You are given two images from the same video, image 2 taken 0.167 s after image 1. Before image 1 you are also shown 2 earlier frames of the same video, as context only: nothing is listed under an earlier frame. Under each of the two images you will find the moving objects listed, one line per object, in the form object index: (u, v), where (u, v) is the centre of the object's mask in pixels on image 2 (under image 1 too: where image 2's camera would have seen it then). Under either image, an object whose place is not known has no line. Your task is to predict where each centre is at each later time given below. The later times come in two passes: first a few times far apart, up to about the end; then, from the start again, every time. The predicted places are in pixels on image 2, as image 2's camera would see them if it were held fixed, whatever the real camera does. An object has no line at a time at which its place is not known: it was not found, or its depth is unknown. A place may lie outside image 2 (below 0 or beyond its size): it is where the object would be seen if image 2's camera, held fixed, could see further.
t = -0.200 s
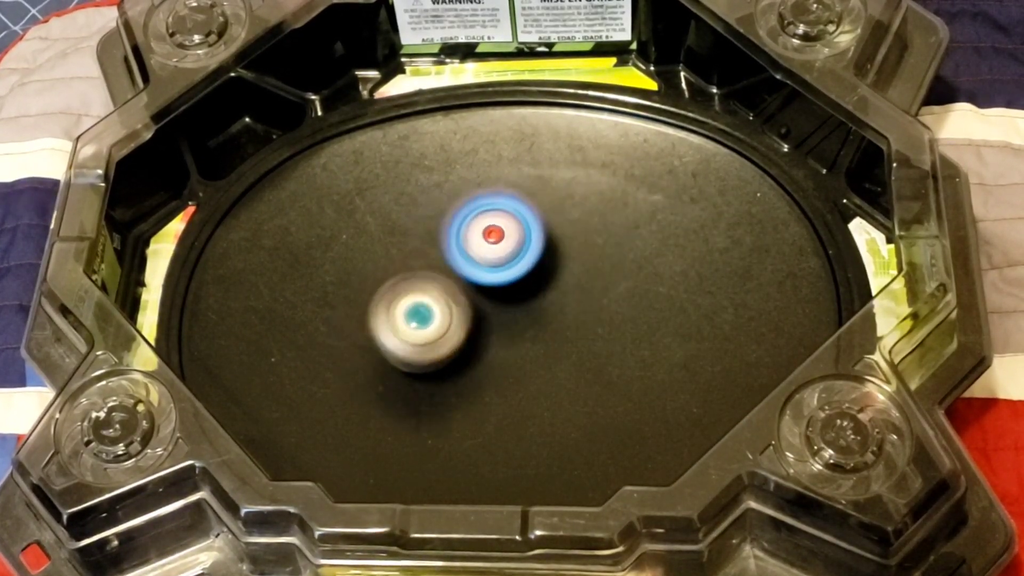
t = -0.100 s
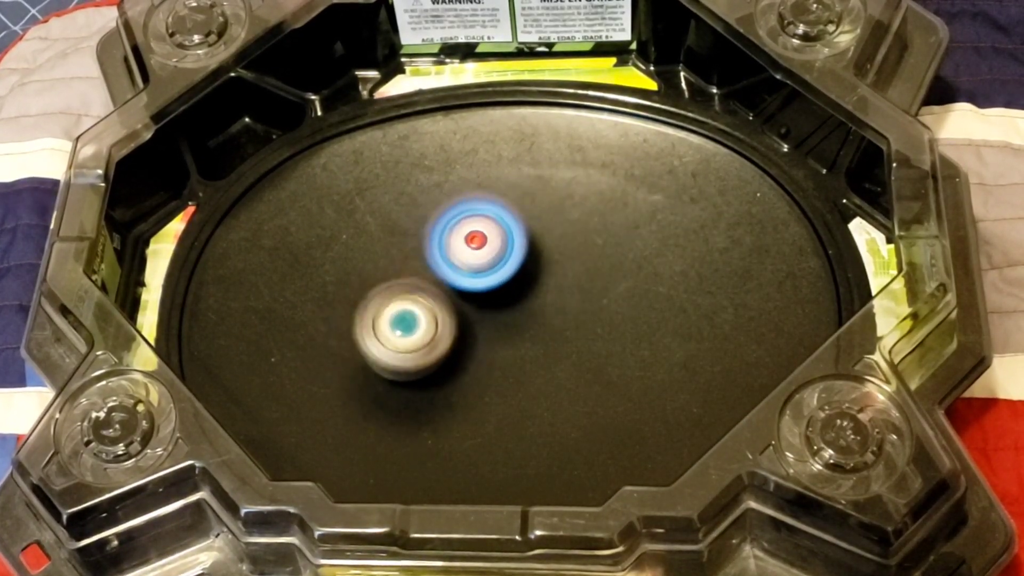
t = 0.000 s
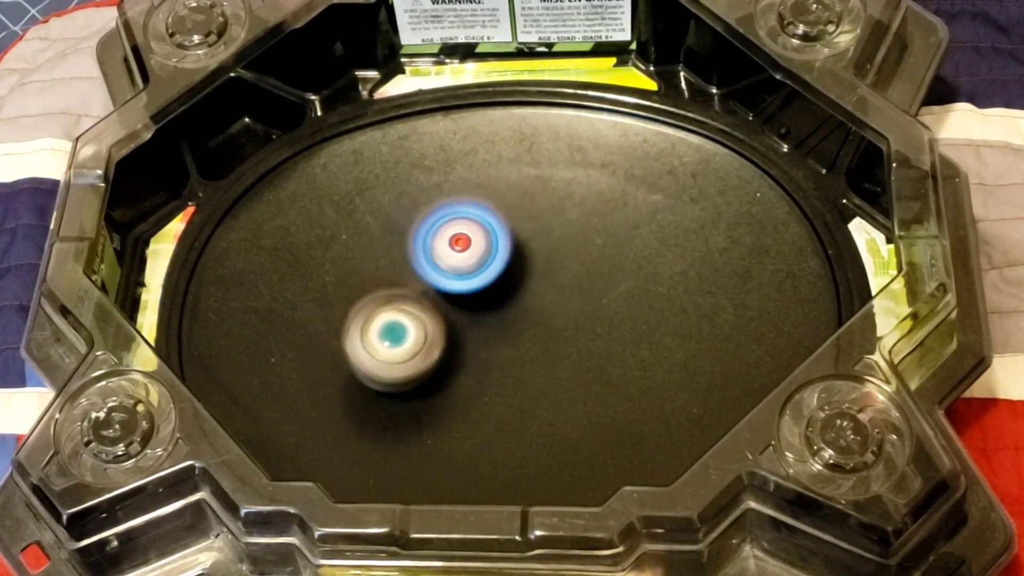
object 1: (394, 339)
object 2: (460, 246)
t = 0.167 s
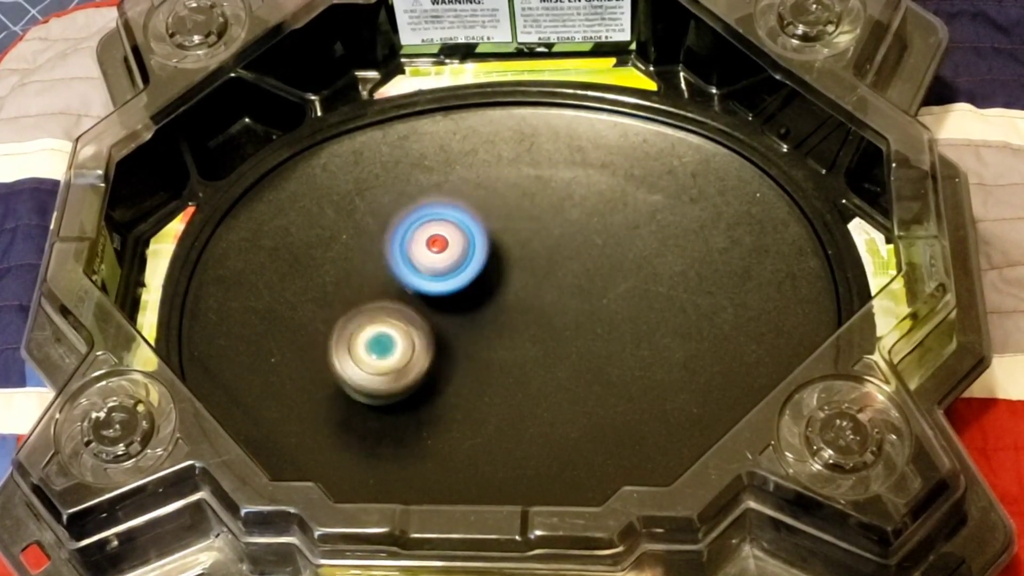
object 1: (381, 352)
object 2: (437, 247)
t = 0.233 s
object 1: (380, 354)
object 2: (434, 254)
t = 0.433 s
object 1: (390, 399)
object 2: (463, 229)
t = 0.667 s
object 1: (432, 383)
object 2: (528, 264)
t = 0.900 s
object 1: (474, 390)
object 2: (554, 276)
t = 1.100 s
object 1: (506, 380)
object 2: (597, 285)
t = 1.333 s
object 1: (516, 383)
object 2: (619, 260)
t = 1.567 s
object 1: (535, 347)
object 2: (655, 255)
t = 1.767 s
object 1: (499, 344)
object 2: (651, 250)
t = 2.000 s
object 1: (472, 321)
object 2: (680, 233)
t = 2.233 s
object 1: (449, 292)
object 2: (586, 271)
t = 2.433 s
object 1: (407, 290)
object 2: (526, 260)
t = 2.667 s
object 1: (393, 286)
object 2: (491, 246)
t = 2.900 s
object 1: (393, 313)
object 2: (515, 256)
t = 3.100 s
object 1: (413, 335)
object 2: (511, 298)
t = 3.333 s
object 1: (417, 374)
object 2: (513, 329)
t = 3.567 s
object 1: (437, 393)
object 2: (528, 318)
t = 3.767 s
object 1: (476, 381)
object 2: (578, 298)
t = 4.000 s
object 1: (504, 366)
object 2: (623, 276)
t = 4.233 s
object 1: (534, 325)
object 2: (681, 237)
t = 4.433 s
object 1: (558, 274)
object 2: (663, 251)
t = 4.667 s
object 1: (519, 264)
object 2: (644, 262)
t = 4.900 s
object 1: (476, 267)
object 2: (580, 290)
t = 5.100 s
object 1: (430, 292)
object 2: (529, 312)
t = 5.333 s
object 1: (365, 336)
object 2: (471, 318)
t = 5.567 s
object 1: (343, 371)
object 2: (477, 314)
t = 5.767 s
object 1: (375, 380)
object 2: (484, 310)
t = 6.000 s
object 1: (430, 387)
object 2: (513, 286)
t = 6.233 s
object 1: (506, 360)
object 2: (559, 259)
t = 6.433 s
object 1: (542, 371)
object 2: (606, 205)
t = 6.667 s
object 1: (553, 331)
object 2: (611, 237)
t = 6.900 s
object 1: (518, 327)
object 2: (607, 214)
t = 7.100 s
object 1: (492, 322)
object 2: (573, 244)
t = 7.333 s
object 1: (459, 353)
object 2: (538, 280)
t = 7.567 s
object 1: (453, 382)
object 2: (513, 290)
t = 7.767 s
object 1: (471, 392)
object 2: (498, 291)
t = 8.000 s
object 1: (512, 375)
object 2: (474, 279)
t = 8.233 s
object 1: (572, 305)
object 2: (470, 265)
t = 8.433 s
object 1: (588, 241)
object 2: (479, 281)
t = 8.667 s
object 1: (573, 229)
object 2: (492, 318)
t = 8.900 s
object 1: (517, 265)
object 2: (513, 360)
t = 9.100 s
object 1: (440, 342)
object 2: (527, 396)
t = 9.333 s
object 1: (409, 401)
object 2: (542, 373)
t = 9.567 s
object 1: (431, 392)
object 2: (533, 292)
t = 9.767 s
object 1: (499, 330)
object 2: (516, 229)
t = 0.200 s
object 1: (380, 353)
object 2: (435, 250)
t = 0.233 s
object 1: (380, 354)
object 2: (434, 254)
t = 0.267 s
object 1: (381, 356)
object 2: (433, 260)
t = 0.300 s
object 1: (380, 363)
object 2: (433, 259)
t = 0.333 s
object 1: (381, 379)
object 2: (438, 248)
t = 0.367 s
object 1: (382, 389)
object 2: (445, 239)
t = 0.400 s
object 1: (385, 395)
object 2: (454, 232)
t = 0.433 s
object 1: (390, 399)
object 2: (463, 229)
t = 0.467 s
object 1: (395, 400)
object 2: (472, 228)
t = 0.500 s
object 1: (400, 398)
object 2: (483, 229)
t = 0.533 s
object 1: (406, 396)
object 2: (493, 232)
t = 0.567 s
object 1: (412, 394)
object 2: (503, 237)
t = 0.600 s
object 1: (418, 391)
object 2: (513, 245)
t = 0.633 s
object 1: (425, 387)
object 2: (522, 253)
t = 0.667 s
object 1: (432, 383)
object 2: (528, 264)
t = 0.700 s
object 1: (438, 379)
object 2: (532, 275)
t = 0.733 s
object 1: (446, 375)
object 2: (534, 285)
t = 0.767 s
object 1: (453, 371)
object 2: (534, 295)
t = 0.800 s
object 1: (458, 373)
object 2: (535, 294)
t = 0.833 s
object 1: (462, 381)
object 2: (541, 287)
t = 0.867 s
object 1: (467, 386)
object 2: (547, 280)
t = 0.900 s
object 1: (474, 390)
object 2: (554, 276)
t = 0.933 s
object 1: (479, 392)
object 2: (562, 272)
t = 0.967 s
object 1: (485, 391)
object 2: (571, 272)
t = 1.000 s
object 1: (491, 389)
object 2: (580, 273)
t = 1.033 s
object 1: (496, 387)
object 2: (588, 275)
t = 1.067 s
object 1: (501, 384)
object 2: (594, 279)
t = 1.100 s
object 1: (506, 380)
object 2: (597, 285)
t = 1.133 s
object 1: (511, 376)
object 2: (598, 290)
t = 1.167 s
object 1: (515, 372)
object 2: (596, 296)
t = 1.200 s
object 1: (514, 376)
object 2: (599, 291)
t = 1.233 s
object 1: (510, 382)
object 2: (604, 282)
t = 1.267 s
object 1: (511, 384)
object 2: (608, 274)
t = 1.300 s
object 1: (513, 385)
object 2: (613, 267)
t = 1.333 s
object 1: (516, 383)
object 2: (619, 260)
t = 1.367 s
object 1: (519, 379)
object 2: (625, 253)
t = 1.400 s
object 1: (523, 375)
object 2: (633, 250)
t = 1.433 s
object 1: (525, 370)
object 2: (639, 246)
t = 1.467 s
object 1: (528, 364)
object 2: (646, 246)
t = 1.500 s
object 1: (531, 359)
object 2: (651, 248)
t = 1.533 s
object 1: (533, 353)
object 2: (655, 250)
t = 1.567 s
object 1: (535, 347)
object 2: (655, 255)
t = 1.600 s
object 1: (537, 342)
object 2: (651, 263)
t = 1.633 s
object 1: (539, 336)
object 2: (642, 270)
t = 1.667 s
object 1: (539, 332)
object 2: (631, 274)
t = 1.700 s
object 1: (524, 337)
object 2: (637, 264)
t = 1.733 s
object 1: (509, 341)
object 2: (644, 256)
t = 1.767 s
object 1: (499, 344)
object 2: (651, 250)
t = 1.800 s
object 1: (491, 343)
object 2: (658, 243)
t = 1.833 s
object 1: (485, 342)
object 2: (664, 238)
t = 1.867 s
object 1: (482, 338)
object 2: (669, 232)
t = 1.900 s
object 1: (479, 335)
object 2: (674, 230)
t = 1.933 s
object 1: (477, 330)
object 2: (678, 228)
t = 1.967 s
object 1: (474, 326)
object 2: (681, 230)
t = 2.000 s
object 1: (472, 321)
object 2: (680, 233)
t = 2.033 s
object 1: (470, 316)
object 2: (676, 239)
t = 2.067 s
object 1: (466, 312)
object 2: (667, 246)
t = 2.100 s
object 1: (463, 308)
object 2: (656, 254)
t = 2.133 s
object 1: (459, 303)
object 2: (640, 259)
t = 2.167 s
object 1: (455, 299)
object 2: (623, 264)
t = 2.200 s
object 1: (452, 295)
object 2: (605, 268)
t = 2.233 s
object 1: (449, 292)
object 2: (586, 271)
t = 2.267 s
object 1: (447, 289)
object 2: (566, 274)
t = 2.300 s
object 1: (443, 288)
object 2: (548, 273)
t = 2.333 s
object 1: (429, 289)
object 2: (543, 269)
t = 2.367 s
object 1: (419, 290)
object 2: (539, 267)
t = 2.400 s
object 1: (412, 290)
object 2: (533, 263)
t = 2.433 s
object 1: (407, 290)
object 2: (526, 260)
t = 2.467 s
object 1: (403, 289)
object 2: (519, 257)
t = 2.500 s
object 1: (400, 287)
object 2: (513, 254)
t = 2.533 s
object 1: (397, 286)
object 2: (508, 250)
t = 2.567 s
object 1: (396, 285)
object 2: (503, 247)
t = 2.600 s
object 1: (395, 285)
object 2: (499, 246)
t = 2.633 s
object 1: (393, 285)
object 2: (495, 245)
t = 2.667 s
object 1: (393, 286)
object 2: (491, 246)
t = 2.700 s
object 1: (390, 289)
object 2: (492, 244)
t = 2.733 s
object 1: (388, 293)
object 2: (496, 242)
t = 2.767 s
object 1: (387, 297)
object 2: (501, 242)
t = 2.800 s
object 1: (388, 302)
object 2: (506, 243)
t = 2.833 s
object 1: (390, 305)
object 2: (510, 247)
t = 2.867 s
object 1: (391, 309)
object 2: (513, 251)
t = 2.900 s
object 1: (393, 313)
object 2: (515, 256)
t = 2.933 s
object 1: (397, 317)
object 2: (518, 262)
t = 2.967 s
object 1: (399, 320)
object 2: (519, 268)
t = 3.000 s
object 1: (403, 324)
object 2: (520, 277)
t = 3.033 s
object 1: (407, 328)
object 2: (519, 284)
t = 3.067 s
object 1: (412, 331)
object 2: (514, 292)
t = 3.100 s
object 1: (413, 335)
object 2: (511, 298)
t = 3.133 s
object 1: (413, 342)
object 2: (512, 303)
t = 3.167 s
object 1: (414, 348)
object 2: (512, 308)
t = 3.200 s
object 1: (414, 354)
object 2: (512, 313)
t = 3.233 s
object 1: (414, 359)
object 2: (511, 317)
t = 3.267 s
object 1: (414, 365)
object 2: (512, 322)
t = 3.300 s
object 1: (415, 370)
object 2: (513, 326)
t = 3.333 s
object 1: (417, 374)
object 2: (513, 329)
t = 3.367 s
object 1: (418, 378)
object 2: (513, 333)
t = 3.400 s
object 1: (419, 382)
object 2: (515, 335)
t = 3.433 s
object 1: (420, 386)
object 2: (516, 335)
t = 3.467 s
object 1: (423, 388)
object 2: (515, 334)
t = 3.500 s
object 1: (427, 391)
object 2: (517, 331)
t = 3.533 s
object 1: (431, 392)
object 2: (522, 325)
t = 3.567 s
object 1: (437, 393)
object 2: (528, 318)
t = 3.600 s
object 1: (442, 393)
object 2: (536, 311)
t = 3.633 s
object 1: (448, 392)
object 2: (545, 305)
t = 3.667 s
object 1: (455, 390)
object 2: (554, 299)
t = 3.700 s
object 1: (462, 387)
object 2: (563, 297)
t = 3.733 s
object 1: (470, 385)
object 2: (571, 296)
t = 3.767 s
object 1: (476, 381)
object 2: (578, 298)
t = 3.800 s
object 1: (483, 378)
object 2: (585, 299)
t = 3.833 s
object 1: (490, 373)
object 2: (589, 302)
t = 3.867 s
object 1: (496, 368)
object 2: (591, 306)
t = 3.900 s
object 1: (501, 365)
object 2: (593, 306)
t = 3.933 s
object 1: (499, 367)
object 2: (603, 296)
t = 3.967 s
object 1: (500, 368)
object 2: (613, 286)
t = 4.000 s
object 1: (504, 366)
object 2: (623, 276)
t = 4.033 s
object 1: (508, 362)
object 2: (633, 268)
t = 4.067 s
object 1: (513, 358)
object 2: (643, 260)
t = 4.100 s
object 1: (518, 352)
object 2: (653, 254)
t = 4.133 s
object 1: (522, 346)
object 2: (662, 248)
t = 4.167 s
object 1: (526, 339)
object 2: (670, 242)
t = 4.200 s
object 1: (530, 334)
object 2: (676, 239)
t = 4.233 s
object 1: (534, 325)
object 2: (681, 237)
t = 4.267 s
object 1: (540, 314)
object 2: (684, 237)
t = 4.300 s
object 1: (545, 305)
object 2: (685, 238)
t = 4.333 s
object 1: (550, 296)
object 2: (683, 240)
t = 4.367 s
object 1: (554, 287)
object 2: (679, 242)
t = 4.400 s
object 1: (556, 280)
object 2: (672, 246)
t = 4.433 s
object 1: (558, 274)
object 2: (663, 251)
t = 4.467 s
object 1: (553, 271)
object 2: (658, 252)
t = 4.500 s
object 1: (543, 271)
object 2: (661, 252)
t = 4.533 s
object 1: (536, 270)
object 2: (661, 253)
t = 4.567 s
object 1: (531, 269)
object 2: (660, 255)
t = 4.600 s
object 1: (527, 267)
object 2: (656, 258)
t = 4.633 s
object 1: (523, 266)
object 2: (651, 260)
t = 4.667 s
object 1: (519, 264)
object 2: (644, 262)
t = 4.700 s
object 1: (514, 262)
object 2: (635, 266)
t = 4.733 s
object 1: (510, 262)
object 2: (624, 271)
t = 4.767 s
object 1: (506, 261)
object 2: (612, 276)
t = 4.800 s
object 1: (500, 262)
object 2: (600, 279)
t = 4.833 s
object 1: (491, 263)
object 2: (594, 282)
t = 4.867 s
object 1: (482, 265)
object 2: (587, 286)
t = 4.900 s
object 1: (476, 267)
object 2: (580, 290)
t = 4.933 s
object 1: (470, 270)
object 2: (572, 296)
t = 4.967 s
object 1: (465, 272)
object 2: (563, 301)
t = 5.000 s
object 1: (460, 274)
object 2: (551, 306)
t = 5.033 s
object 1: (450, 281)
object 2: (545, 309)
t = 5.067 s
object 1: (440, 285)
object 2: (538, 311)
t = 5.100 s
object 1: (430, 292)
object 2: (529, 312)
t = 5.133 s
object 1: (419, 299)
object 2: (520, 313)
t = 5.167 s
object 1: (409, 305)
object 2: (510, 315)
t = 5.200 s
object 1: (399, 310)
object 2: (501, 316)
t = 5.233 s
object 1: (390, 316)
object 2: (491, 317)
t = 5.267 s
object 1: (381, 322)
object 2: (483, 318)
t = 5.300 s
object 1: (374, 329)
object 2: (475, 319)
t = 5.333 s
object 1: (365, 336)
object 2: (471, 318)
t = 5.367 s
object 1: (355, 345)
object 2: (471, 318)
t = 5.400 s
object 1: (349, 351)
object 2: (473, 317)
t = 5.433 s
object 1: (345, 356)
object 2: (473, 317)
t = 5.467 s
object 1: (342, 361)
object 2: (474, 316)
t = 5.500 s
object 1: (341, 365)
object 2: (475, 316)
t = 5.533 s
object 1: (341, 368)
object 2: (475, 315)
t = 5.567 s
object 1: (343, 371)
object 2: (477, 314)
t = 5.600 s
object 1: (346, 373)
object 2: (478, 314)
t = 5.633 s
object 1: (349, 375)
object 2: (479, 313)
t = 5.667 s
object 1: (354, 377)
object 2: (481, 313)
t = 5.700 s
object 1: (361, 379)
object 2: (482, 312)
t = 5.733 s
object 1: (367, 379)
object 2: (483, 311)
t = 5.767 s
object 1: (375, 380)
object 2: (484, 310)
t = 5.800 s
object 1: (383, 380)
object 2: (486, 309)
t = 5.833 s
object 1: (392, 380)
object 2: (488, 308)
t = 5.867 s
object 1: (401, 378)
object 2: (489, 308)
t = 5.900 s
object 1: (410, 377)
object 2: (491, 307)
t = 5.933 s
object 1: (416, 383)
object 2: (499, 300)
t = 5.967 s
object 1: (421, 386)
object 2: (506, 292)
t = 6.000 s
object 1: (430, 387)
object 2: (513, 286)
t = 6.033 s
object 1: (438, 385)
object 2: (517, 283)
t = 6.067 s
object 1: (448, 382)
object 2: (521, 279)
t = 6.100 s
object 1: (457, 378)
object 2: (525, 274)
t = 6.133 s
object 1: (468, 373)
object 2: (532, 270)
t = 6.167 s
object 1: (481, 367)
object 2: (539, 268)
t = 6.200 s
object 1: (494, 359)
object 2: (548, 267)
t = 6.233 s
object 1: (506, 360)
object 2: (559, 259)
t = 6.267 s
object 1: (514, 373)
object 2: (569, 238)
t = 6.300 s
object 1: (521, 380)
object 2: (579, 224)
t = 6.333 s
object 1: (527, 382)
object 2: (586, 216)
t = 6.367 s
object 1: (533, 379)
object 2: (594, 212)
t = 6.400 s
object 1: (538, 375)
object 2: (600, 207)
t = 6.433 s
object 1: (542, 371)
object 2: (606, 205)
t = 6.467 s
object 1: (544, 367)
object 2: (612, 203)
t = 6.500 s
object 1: (547, 363)
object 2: (617, 204)
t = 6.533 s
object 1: (550, 357)
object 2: (619, 208)
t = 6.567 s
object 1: (551, 351)
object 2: (620, 213)
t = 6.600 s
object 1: (552, 345)
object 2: (619, 220)
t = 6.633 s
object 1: (553, 338)
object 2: (615, 228)
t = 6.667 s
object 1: (553, 331)
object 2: (611, 237)
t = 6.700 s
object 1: (548, 329)
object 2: (606, 235)
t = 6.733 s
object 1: (539, 335)
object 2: (609, 227)
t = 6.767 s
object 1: (533, 337)
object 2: (611, 223)
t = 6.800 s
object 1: (529, 336)
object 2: (611, 219)
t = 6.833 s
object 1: (526, 332)
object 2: (611, 216)
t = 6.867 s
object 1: (522, 330)
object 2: (609, 214)
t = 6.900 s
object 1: (518, 327)
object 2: (607, 214)
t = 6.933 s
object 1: (514, 324)
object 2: (604, 217)
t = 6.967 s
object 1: (510, 323)
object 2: (598, 221)
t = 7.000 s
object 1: (504, 322)
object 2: (592, 225)
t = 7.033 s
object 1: (500, 321)
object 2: (585, 231)
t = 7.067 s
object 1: (496, 321)
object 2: (580, 237)
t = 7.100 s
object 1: (492, 322)
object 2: (573, 244)
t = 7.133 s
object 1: (485, 323)
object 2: (565, 251)
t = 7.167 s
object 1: (479, 329)
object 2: (561, 254)
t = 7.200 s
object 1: (475, 334)
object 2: (556, 261)
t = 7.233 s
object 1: (471, 338)
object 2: (550, 266)
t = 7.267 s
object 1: (465, 343)
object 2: (546, 271)
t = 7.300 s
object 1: (462, 348)
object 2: (542, 276)
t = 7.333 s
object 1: (459, 353)
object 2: (538, 280)
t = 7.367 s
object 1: (455, 357)
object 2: (535, 284)
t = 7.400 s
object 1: (454, 360)
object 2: (530, 285)
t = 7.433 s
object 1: (453, 363)
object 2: (527, 287)
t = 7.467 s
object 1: (451, 367)
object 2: (522, 290)
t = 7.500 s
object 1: (452, 371)
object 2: (517, 291)
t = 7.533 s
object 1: (453, 377)
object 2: (515, 290)
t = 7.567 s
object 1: (453, 382)
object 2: (513, 290)
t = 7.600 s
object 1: (456, 384)
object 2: (509, 291)
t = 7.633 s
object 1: (458, 386)
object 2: (506, 290)
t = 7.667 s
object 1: (459, 388)
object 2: (505, 292)
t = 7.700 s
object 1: (463, 389)
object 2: (501, 293)
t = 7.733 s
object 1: (466, 390)
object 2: (499, 292)
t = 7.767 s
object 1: (471, 392)
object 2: (498, 291)
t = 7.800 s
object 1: (478, 392)
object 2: (494, 290)
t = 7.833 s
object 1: (482, 391)
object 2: (491, 288)
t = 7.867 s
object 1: (487, 390)
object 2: (490, 288)
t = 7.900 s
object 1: (492, 388)
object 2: (485, 285)
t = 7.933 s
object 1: (498, 386)
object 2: (482, 283)
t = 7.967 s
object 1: (505, 381)
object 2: (478, 281)
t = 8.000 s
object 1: (512, 375)
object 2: (474, 279)
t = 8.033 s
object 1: (520, 368)
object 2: (473, 276)
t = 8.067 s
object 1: (528, 359)
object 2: (473, 273)
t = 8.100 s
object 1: (538, 351)
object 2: (469, 270)
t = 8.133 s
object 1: (548, 341)
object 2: (470, 267)
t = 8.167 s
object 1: (557, 330)
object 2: (468, 266)
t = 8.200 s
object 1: (565, 318)
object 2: (469, 264)
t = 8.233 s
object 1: (572, 305)
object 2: (470, 265)
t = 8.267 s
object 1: (578, 292)
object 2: (469, 266)
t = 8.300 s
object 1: (582, 280)
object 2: (473, 267)
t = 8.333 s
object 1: (586, 269)
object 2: (474, 271)
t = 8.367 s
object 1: (589, 257)
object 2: (475, 273)
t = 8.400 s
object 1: (589, 251)
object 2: (478, 277)
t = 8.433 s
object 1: (588, 241)
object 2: (479, 281)
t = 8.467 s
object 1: (587, 236)
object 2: (479, 287)
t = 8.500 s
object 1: (584, 231)
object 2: (481, 293)
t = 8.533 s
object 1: (582, 229)
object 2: (482, 297)
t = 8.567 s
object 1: (579, 228)
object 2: (484, 303)
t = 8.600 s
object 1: (578, 227)
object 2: (486, 308)
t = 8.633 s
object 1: (575, 229)
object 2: (488, 312)
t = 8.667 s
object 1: (573, 229)
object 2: (492, 318)
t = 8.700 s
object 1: (569, 231)
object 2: (494, 322)
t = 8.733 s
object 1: (564, 234)
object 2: (500, 327)
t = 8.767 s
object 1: (559, 240)
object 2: (502, 332)
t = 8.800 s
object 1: (551, 245)
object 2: (504, 334)
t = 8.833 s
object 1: (543, 254)
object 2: (506, 339)
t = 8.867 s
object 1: (534, 259)
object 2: (512, 348)
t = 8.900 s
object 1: (517, 265)
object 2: (513, 360)
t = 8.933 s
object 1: (507, 274)
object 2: (516, 371)
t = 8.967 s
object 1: (492, 286)
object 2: (519, 379)
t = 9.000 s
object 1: (479, 299)
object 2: (520, 386)
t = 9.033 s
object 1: (463, 313)
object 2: (522, 389)
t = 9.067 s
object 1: (453, 327)
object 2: (525, 394)
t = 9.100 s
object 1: (440, 342)
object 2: (527, 396)
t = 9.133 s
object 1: (430, 354)
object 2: (531, 397)
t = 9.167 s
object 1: (420, 367)
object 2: (533, 397)
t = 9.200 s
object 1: (415, 376)
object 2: (537, 394)
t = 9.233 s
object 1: (411, 386)
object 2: (539, 390)
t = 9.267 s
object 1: (410, 391)
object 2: (541, 385)
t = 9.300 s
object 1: (408, 397)
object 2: (542, 379)
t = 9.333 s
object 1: (409, 401)
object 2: (542, 373)
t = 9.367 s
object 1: (410, 402)
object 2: (542, 365)
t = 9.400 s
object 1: (412, 403)
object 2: (542, 357)
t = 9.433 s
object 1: (414, 402)
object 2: (541, 345)
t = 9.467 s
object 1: (415, 401)
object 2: (540, 334)
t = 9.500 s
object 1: (419, 398)
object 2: (536, 321)
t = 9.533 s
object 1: (423, 396)
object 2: (534, 308)
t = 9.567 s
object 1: (431, 392)
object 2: (533, 292)
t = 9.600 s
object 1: (441, 385)
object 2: (531, 278)
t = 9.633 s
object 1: (452, 377)
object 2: (528, 267)
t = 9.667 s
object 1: (464, 367)
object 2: (526, 256)
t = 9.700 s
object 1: (475, 355)
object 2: (523, 248)
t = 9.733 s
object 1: (489, 342)
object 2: (521, 240)
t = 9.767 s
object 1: (499, 330)
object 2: (516, 229)
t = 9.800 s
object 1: (511, 322)
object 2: (512, 215)
